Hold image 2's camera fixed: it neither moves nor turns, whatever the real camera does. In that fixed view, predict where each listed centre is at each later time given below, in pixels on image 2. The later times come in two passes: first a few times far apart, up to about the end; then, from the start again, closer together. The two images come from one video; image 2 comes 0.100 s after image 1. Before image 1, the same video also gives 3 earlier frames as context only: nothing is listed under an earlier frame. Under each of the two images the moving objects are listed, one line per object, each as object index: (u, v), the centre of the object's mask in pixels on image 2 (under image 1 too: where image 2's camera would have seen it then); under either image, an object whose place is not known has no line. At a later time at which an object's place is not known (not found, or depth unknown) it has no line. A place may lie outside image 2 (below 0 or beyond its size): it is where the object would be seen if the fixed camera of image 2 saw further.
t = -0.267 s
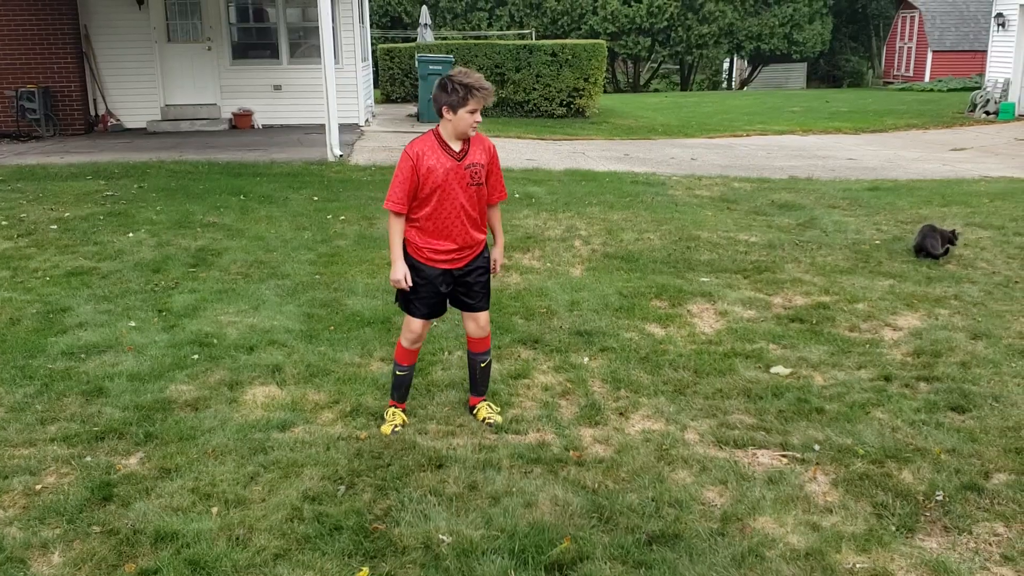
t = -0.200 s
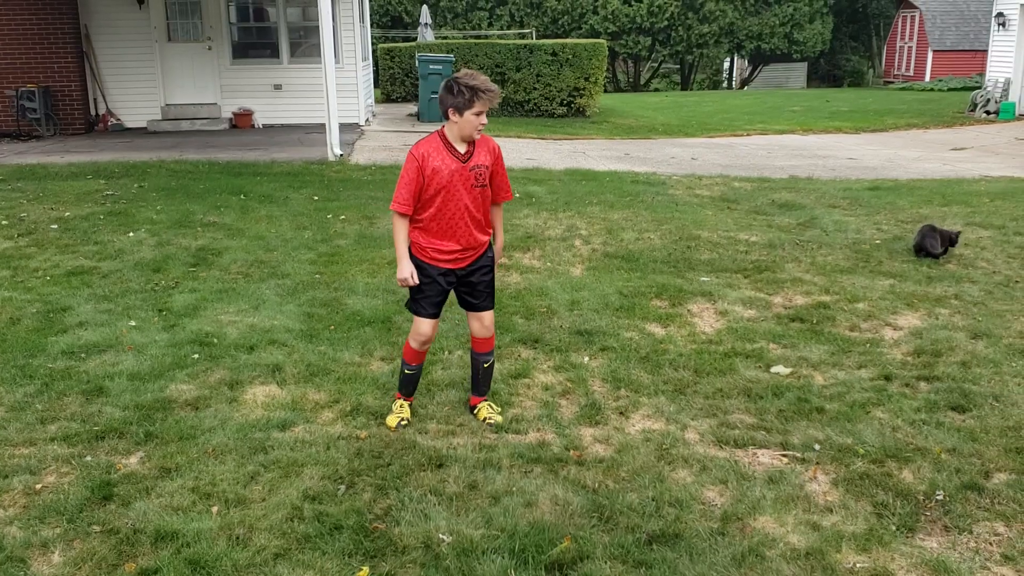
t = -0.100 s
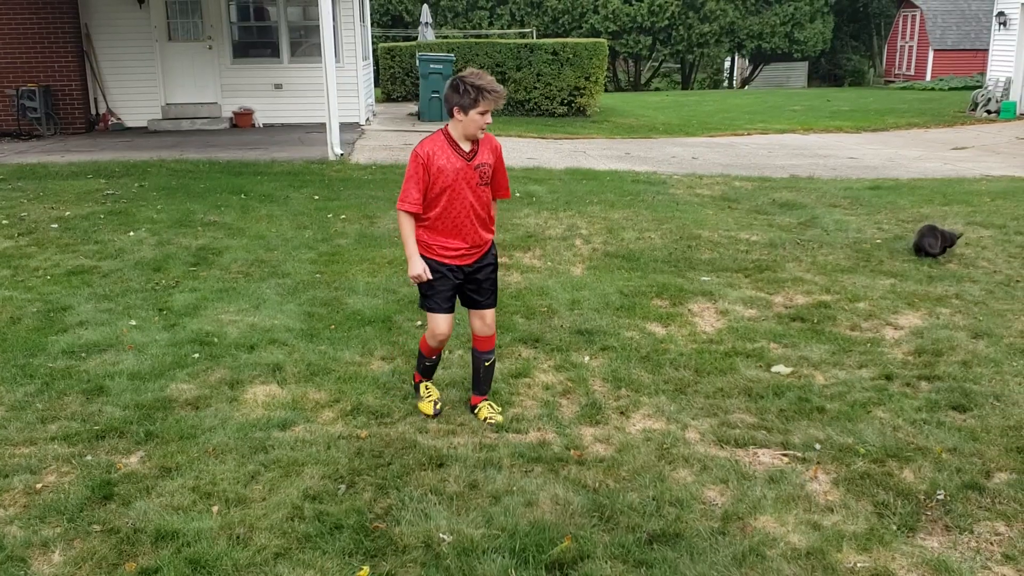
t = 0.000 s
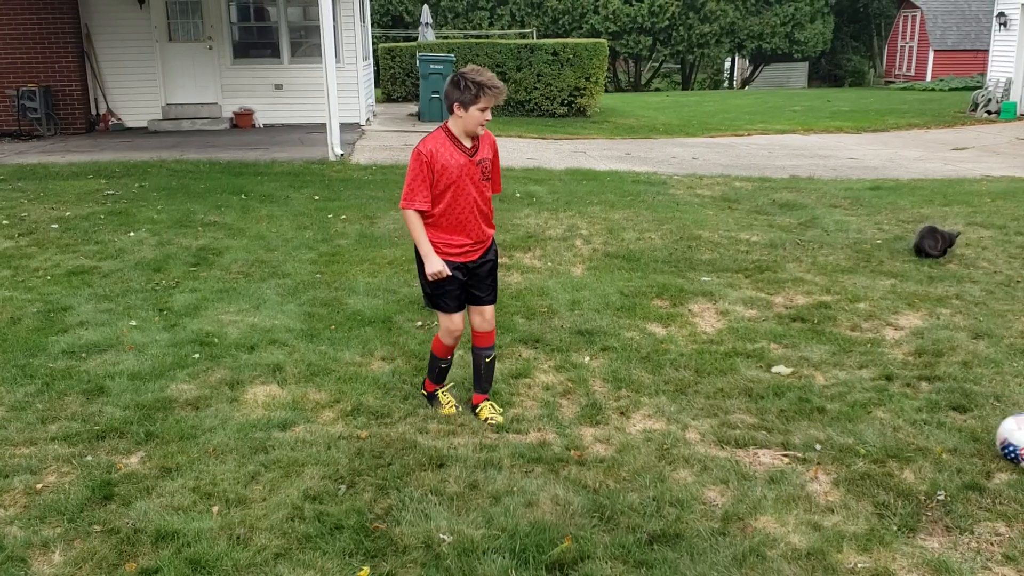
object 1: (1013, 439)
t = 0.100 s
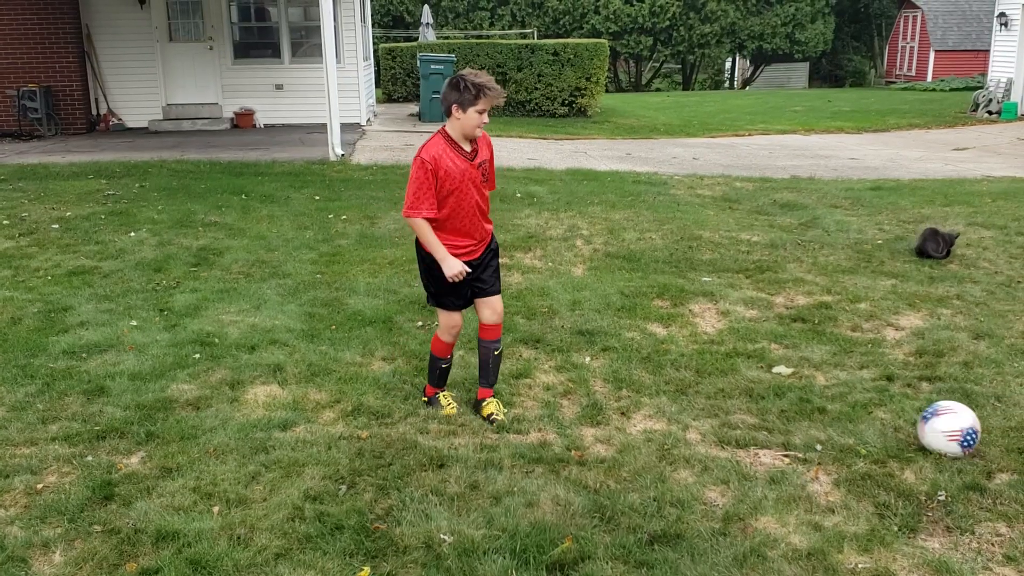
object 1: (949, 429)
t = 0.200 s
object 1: (873, 422)
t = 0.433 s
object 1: (729, 401)
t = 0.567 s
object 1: (661, 390)
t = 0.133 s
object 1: (923, 426)
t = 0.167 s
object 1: (898, 423)
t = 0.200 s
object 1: (873, 422)
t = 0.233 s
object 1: (851, 420)
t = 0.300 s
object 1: (807, 411)
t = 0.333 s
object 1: (787, 408)
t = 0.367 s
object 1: (768, 404)
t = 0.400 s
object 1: (748, 402)
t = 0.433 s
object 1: (729, 401)
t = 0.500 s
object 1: (694, 396)
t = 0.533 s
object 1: (677, 393)
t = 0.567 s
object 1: (661, 390)
